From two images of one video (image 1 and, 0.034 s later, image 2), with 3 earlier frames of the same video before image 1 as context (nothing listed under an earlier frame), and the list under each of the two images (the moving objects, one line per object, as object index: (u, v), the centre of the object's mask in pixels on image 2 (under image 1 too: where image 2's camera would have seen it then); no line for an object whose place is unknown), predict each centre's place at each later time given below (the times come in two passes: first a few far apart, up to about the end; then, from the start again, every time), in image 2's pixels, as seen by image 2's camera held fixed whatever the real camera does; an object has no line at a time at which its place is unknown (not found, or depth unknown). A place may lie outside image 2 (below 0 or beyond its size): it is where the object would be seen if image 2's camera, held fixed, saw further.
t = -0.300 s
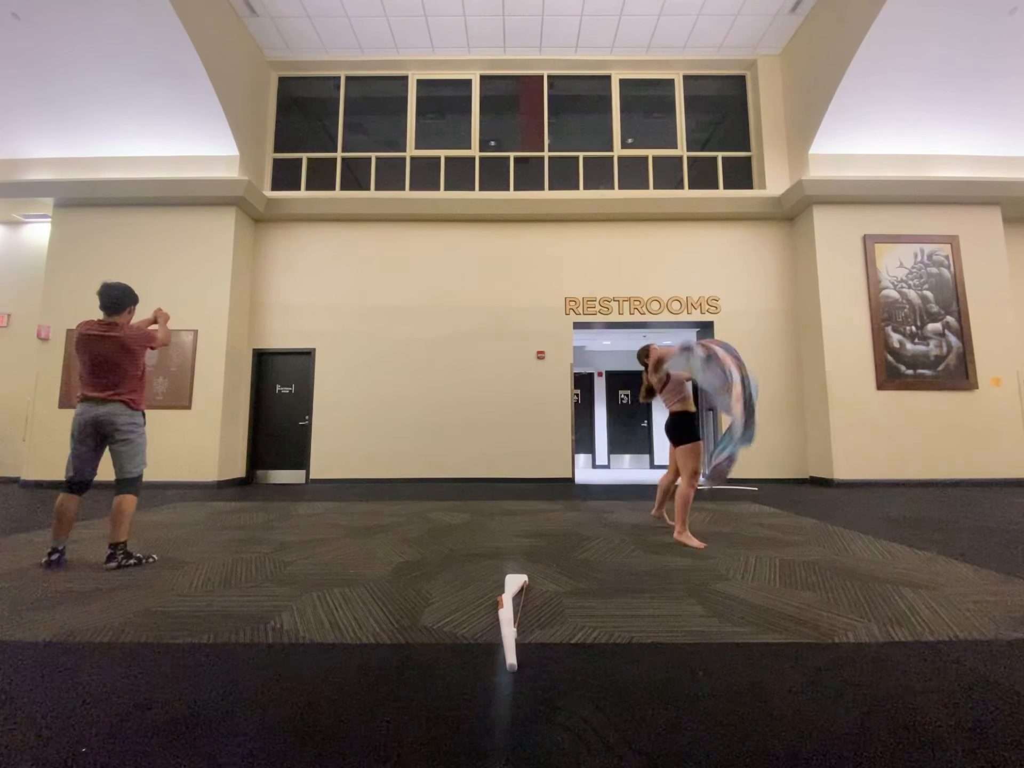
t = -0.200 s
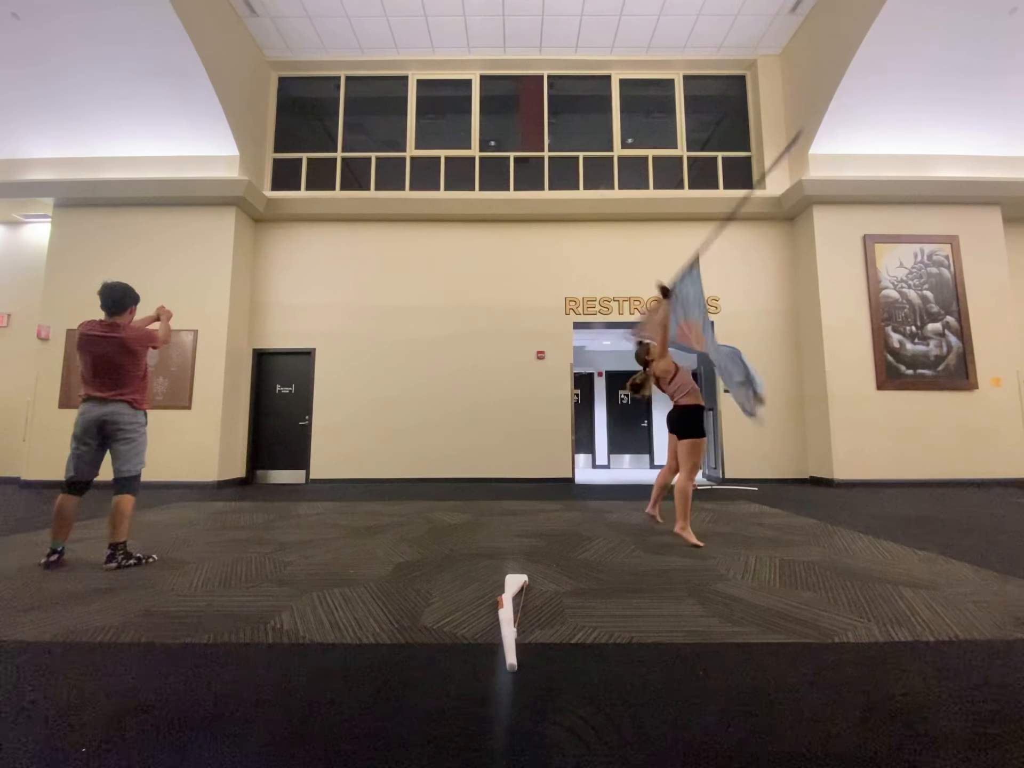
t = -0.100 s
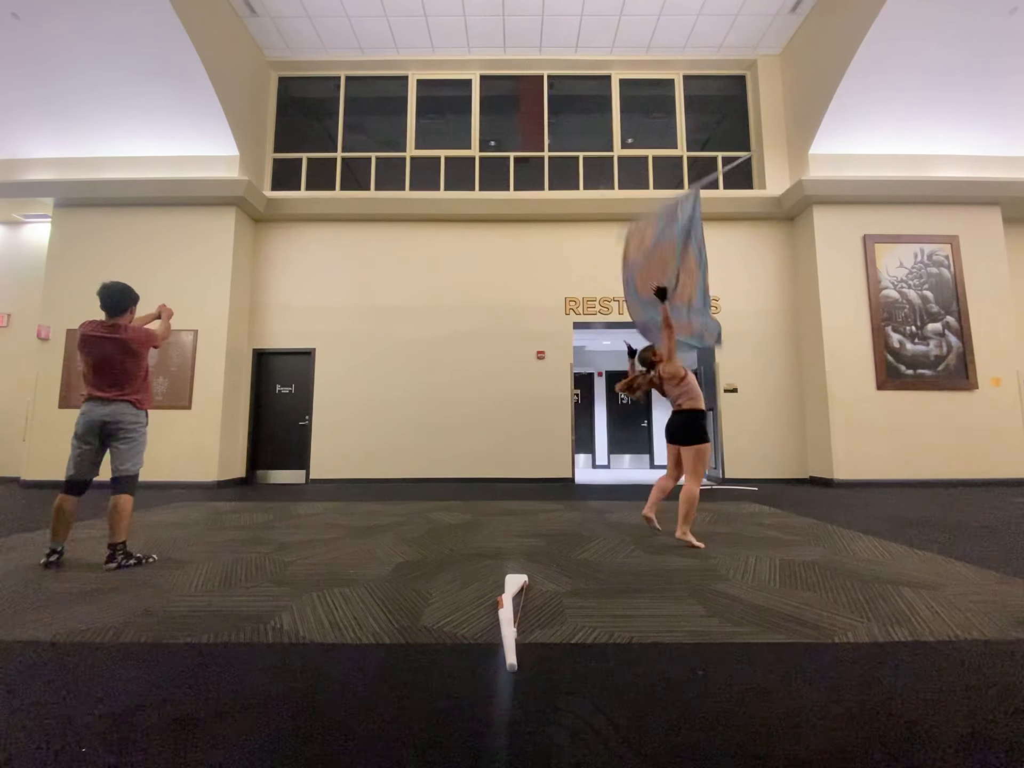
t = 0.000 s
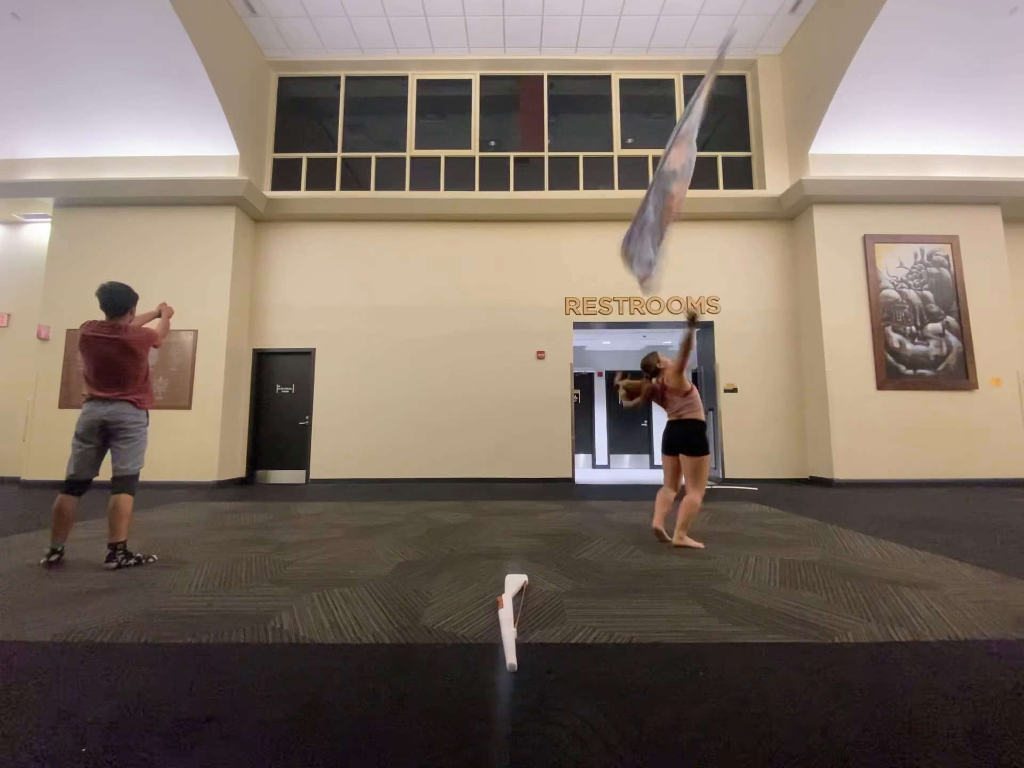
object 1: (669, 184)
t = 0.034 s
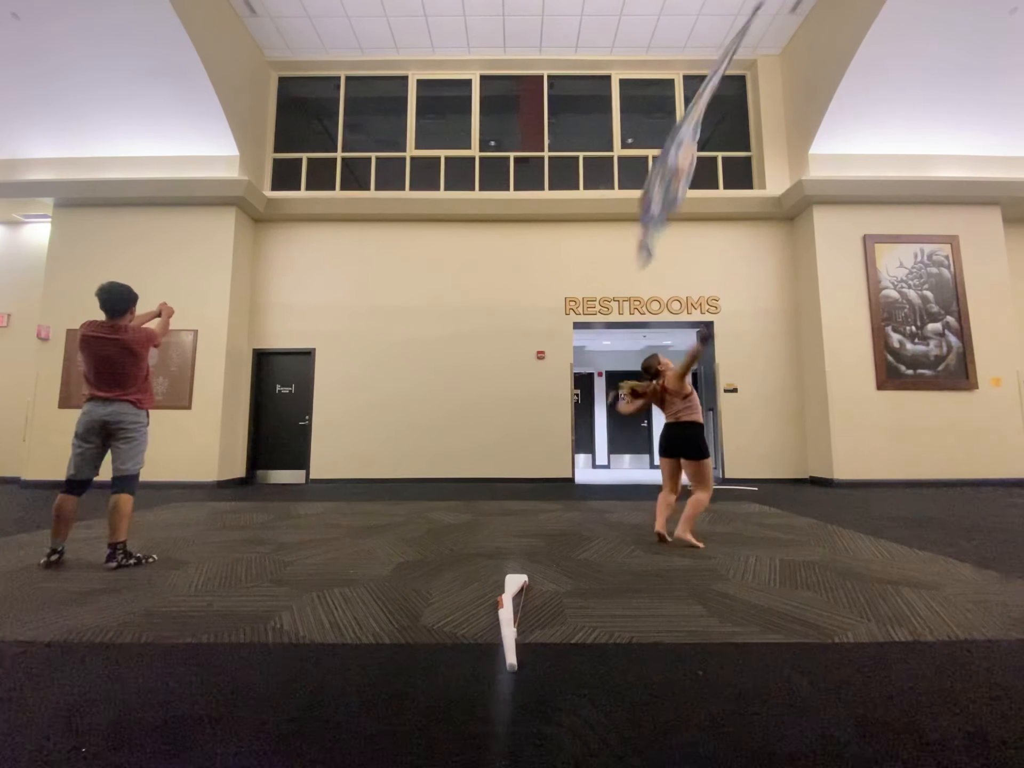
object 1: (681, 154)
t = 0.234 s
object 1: (746, 61)
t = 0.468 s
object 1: (681, 137)
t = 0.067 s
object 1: (697, 114)
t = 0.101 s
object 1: (716, 76)
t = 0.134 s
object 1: (726, 60)
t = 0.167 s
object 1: (731, 57)
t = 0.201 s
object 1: (730, 69)
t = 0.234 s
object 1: (746, 61)
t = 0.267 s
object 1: (734, 68)
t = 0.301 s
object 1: (730, 75)
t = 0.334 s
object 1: (726, 83)
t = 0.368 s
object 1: (717, 94)
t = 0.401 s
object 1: (704, 111)
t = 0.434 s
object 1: (697, 118)
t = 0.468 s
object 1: (681, 137)
